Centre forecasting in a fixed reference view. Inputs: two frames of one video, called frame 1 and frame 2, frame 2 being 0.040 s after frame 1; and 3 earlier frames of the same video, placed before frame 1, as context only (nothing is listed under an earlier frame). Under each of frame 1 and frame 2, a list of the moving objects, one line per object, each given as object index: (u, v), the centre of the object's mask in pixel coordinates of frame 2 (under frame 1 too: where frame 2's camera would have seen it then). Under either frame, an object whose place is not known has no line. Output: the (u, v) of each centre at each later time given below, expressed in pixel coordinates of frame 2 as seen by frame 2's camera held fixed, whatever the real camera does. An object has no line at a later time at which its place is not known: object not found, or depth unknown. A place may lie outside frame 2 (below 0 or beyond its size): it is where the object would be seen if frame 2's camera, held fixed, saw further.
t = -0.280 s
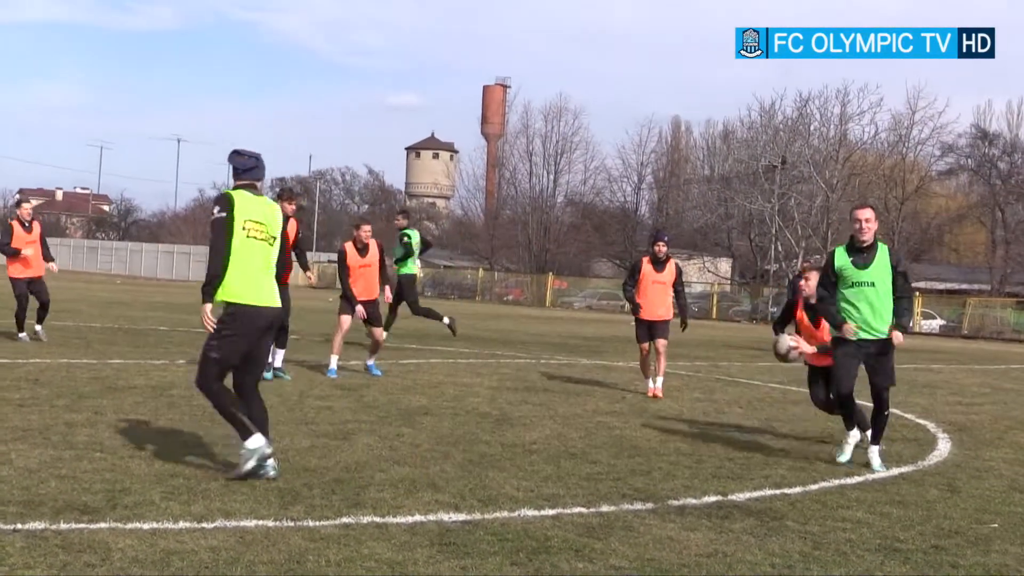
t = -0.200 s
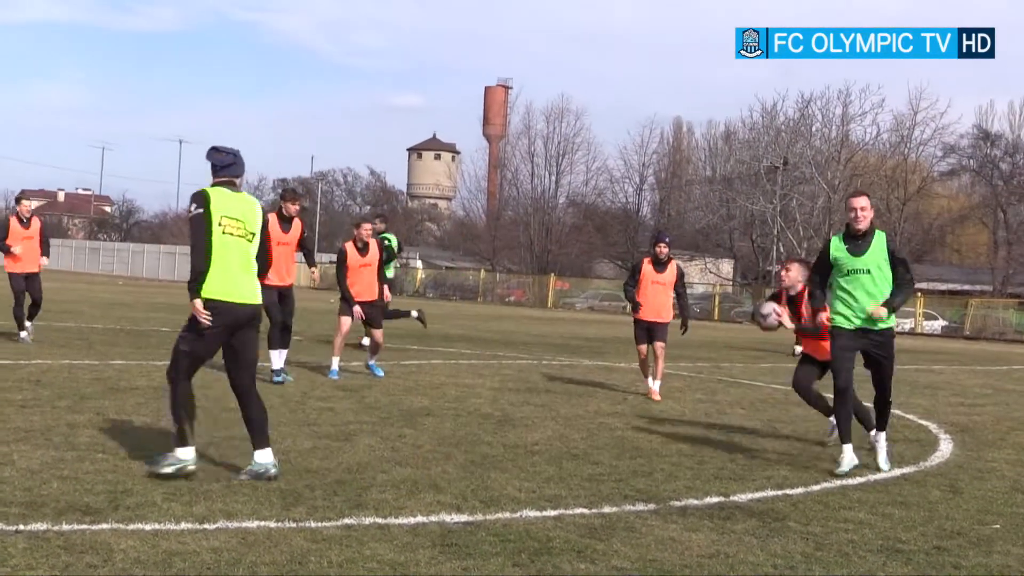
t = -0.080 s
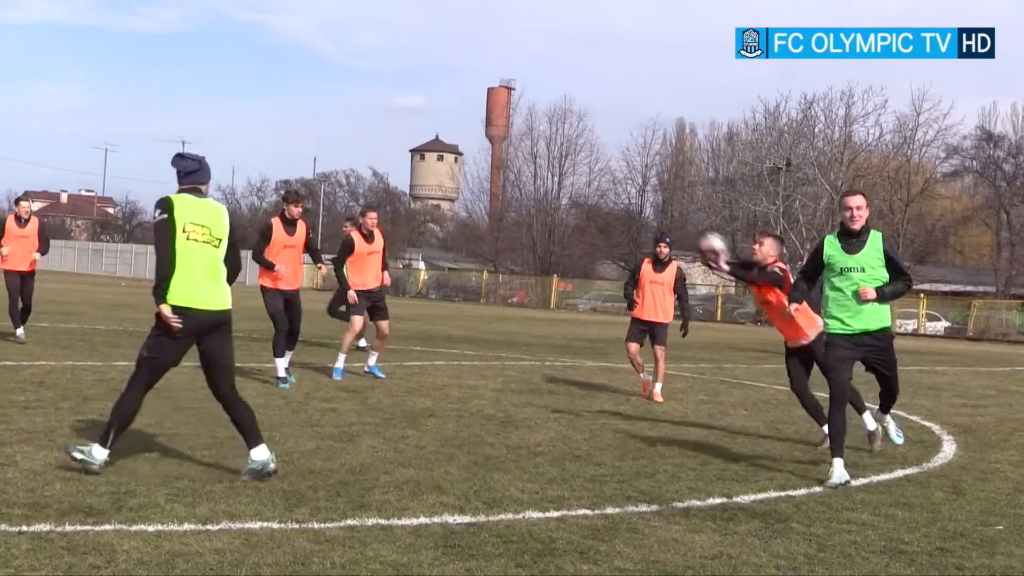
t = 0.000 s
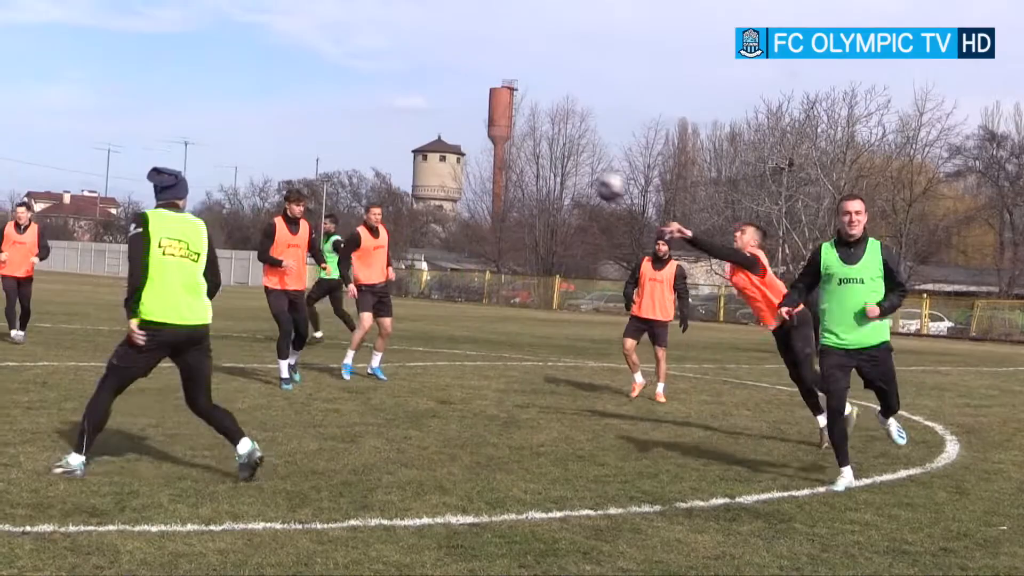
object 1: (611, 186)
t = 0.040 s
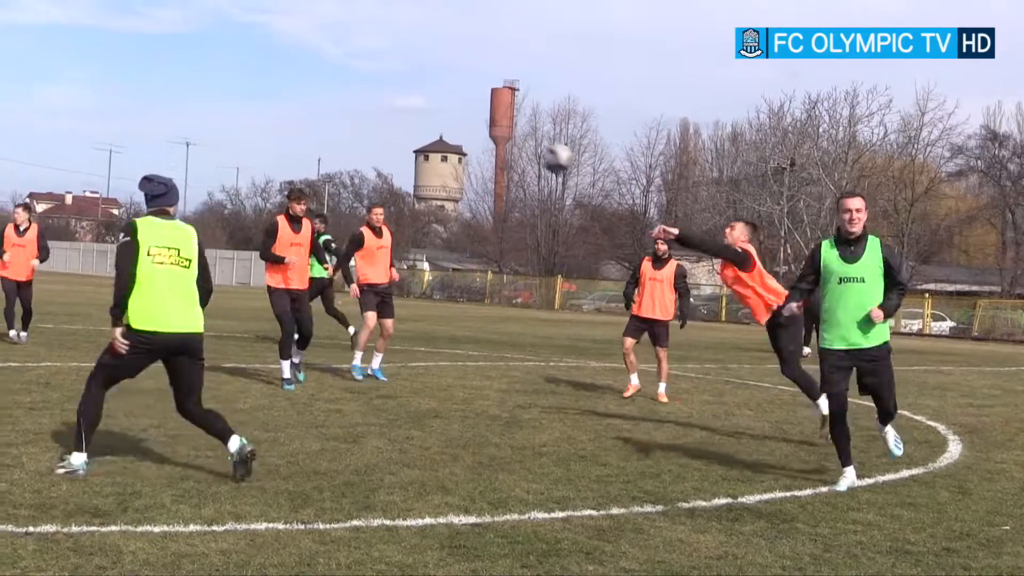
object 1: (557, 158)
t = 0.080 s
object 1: (504, 132)
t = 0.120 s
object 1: (449, 109)
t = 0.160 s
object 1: (396, 87)
